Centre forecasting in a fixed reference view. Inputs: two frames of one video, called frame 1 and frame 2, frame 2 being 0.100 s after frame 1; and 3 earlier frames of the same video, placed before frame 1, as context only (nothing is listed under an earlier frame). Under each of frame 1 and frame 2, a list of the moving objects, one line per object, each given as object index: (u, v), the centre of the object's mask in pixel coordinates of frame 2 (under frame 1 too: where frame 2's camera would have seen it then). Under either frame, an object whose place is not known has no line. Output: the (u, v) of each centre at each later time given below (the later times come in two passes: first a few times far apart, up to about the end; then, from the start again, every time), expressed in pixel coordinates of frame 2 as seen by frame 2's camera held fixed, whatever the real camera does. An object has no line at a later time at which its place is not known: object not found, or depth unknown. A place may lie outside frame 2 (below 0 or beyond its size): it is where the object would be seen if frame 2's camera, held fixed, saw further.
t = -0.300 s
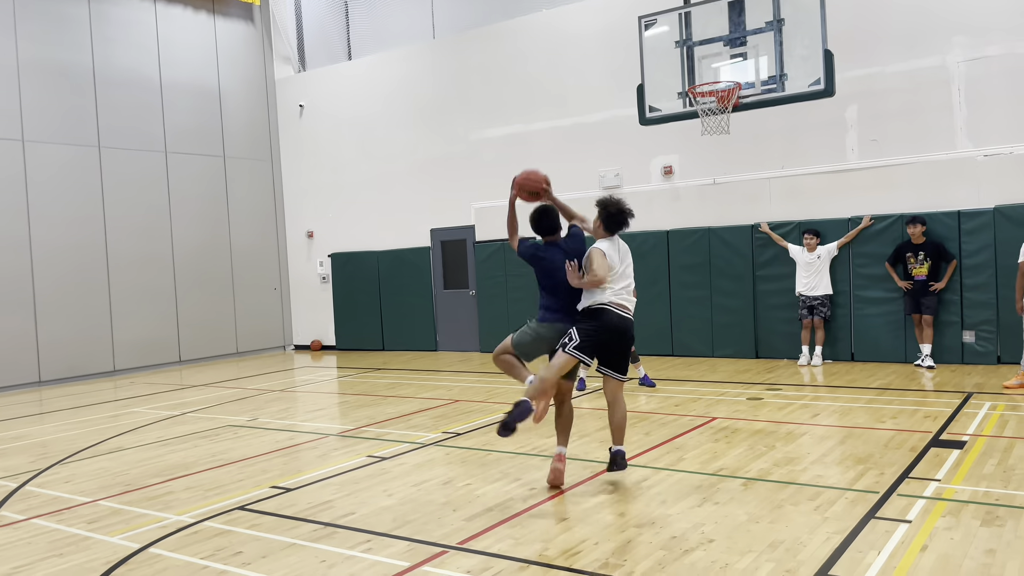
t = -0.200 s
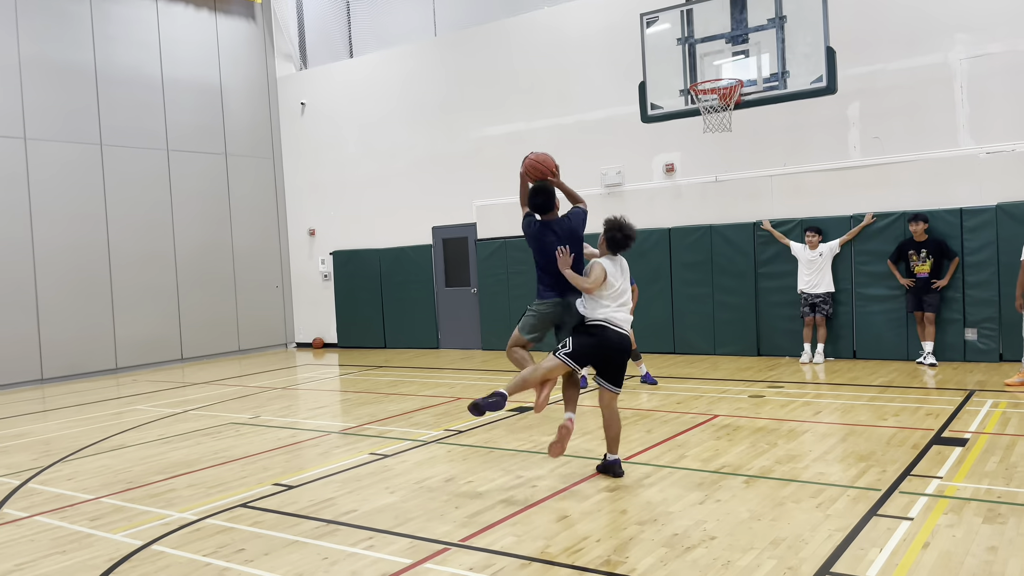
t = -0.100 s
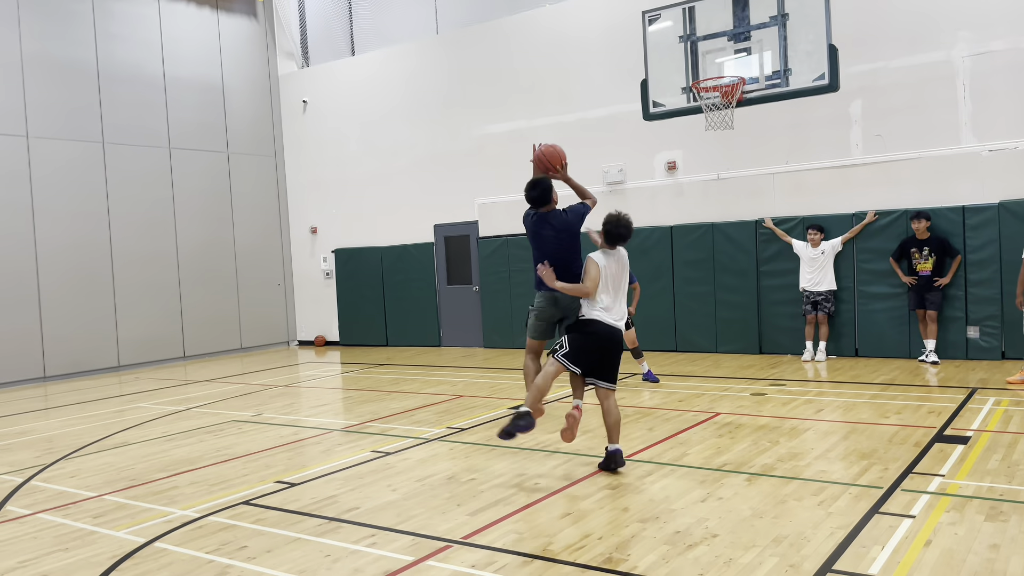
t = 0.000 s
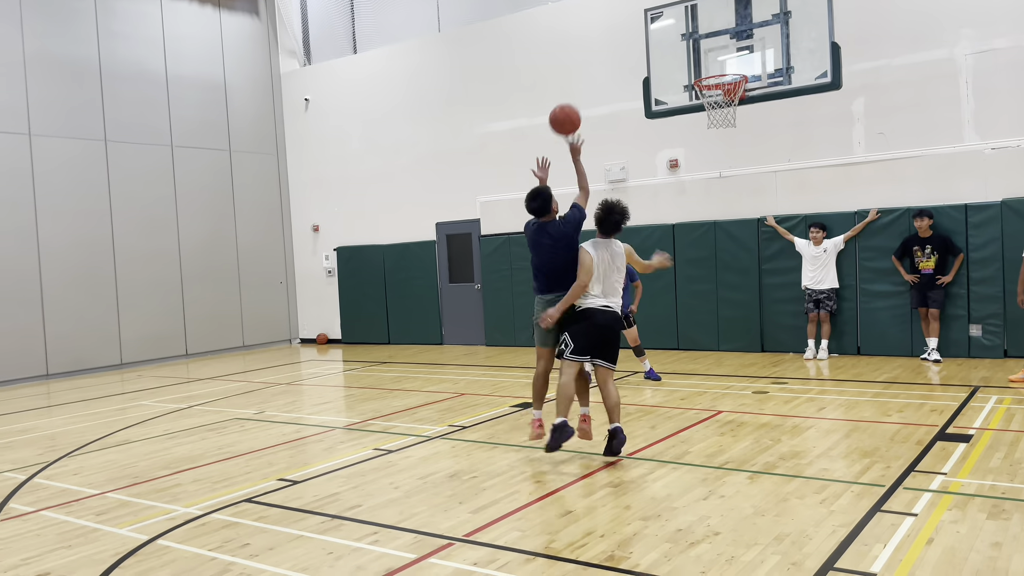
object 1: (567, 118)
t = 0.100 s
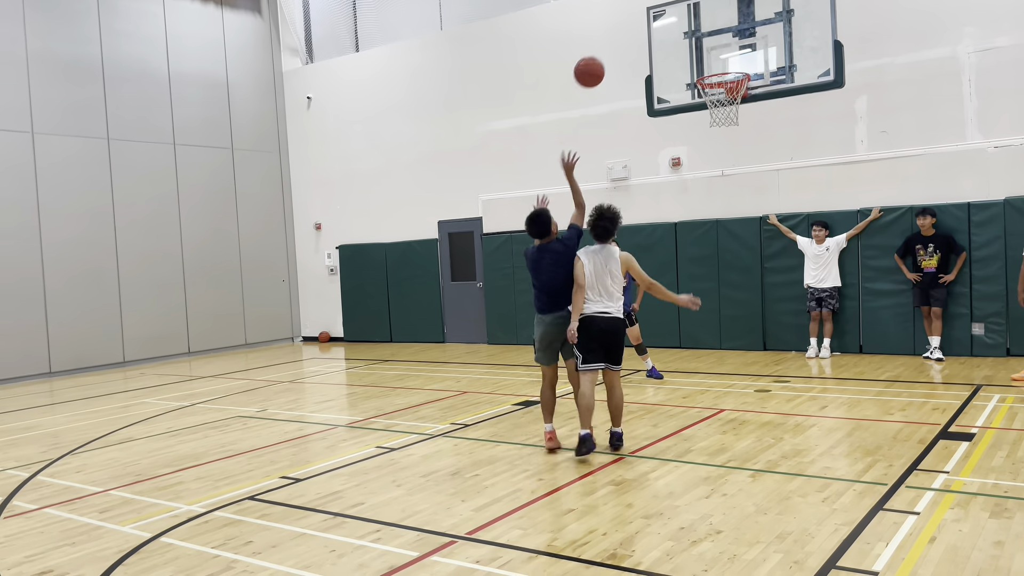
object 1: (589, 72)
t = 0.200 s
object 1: (610, 42)
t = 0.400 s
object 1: (649, 23)
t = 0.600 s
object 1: (685, 49)
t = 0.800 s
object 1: (704, 56)
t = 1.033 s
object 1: (697, 50)
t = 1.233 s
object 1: (683, 77)
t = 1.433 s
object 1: (656, 120)
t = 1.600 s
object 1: (635, 187)
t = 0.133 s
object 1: (596, 60)
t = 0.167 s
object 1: (603, 50)
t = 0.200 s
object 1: (610, 42)
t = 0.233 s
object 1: (617, 35)
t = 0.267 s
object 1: (624, 29)
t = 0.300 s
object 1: (630, 26)
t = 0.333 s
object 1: (637, 23)
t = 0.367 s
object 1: (643, 22)
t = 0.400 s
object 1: (649, 23)
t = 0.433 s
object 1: (656, 24)
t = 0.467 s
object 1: (662, 27)
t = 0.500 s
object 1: (668, 30)
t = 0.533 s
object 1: (674, 36)
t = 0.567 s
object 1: (680, 42)
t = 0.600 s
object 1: (685, 49)
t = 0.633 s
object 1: (691, 57)
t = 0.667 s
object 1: (696, 66)
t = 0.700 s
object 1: (700, 68)
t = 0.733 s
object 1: (701, 64)
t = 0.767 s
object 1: (703, 59)
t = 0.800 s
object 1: (704, 56)
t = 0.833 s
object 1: (705, 55)
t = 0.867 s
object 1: (706, 54)
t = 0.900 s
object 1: (705, 51)
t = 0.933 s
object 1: (702, 49)
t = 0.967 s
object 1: (700, 48)
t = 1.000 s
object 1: (698, 49)
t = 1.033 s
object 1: (697, 50)
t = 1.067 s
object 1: (695, 53)
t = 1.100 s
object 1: (693, 56)
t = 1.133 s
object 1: (691, 61)
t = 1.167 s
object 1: (689, 68)
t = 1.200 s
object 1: (688, 74)
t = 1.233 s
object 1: (683, 77)
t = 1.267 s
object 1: (679, 82)
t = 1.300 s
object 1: (674, 87)
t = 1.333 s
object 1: (670, 94)
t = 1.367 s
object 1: (665, 102)
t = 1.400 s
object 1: (660, 110)
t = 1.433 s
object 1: (656, 120)
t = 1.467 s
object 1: (652, 131)
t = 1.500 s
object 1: (648, 143)
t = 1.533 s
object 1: (644, 157)
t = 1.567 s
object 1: (639, 171)
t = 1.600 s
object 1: (635, 187)
